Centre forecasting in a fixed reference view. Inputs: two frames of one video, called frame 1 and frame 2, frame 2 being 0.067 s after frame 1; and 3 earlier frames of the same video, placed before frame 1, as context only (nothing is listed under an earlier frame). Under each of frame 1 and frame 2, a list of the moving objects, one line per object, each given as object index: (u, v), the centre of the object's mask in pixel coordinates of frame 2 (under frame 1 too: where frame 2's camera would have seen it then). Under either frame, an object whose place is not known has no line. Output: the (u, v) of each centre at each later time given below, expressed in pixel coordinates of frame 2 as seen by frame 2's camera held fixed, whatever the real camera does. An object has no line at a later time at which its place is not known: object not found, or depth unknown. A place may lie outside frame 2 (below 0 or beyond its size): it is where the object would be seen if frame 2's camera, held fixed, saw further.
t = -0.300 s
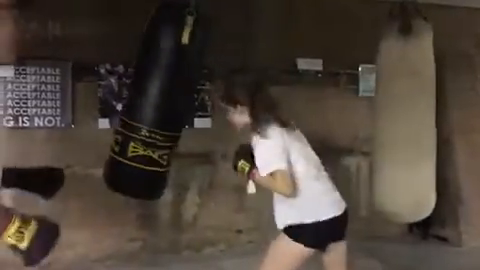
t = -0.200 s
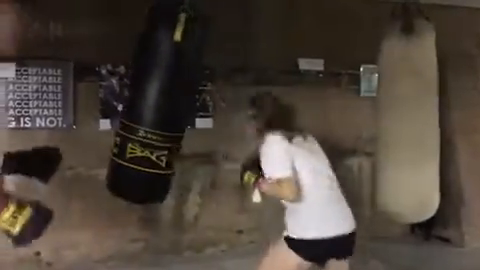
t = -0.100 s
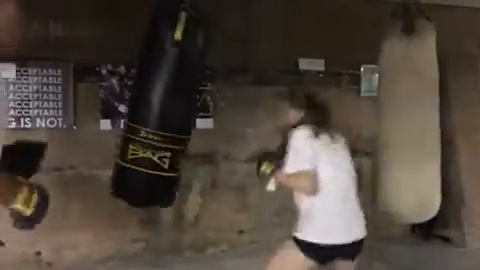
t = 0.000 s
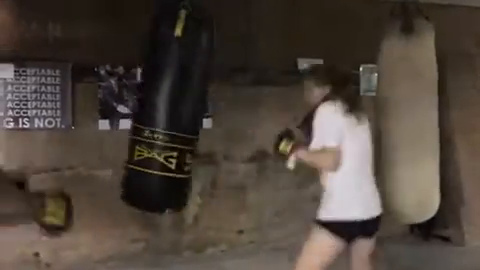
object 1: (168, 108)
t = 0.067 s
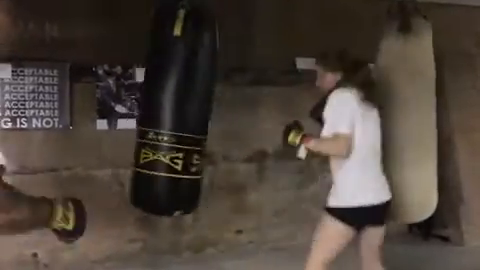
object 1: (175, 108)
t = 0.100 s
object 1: (178, 109)
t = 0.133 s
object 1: (182, 109)
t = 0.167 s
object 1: (186, 110)
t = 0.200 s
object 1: (190, 109)
